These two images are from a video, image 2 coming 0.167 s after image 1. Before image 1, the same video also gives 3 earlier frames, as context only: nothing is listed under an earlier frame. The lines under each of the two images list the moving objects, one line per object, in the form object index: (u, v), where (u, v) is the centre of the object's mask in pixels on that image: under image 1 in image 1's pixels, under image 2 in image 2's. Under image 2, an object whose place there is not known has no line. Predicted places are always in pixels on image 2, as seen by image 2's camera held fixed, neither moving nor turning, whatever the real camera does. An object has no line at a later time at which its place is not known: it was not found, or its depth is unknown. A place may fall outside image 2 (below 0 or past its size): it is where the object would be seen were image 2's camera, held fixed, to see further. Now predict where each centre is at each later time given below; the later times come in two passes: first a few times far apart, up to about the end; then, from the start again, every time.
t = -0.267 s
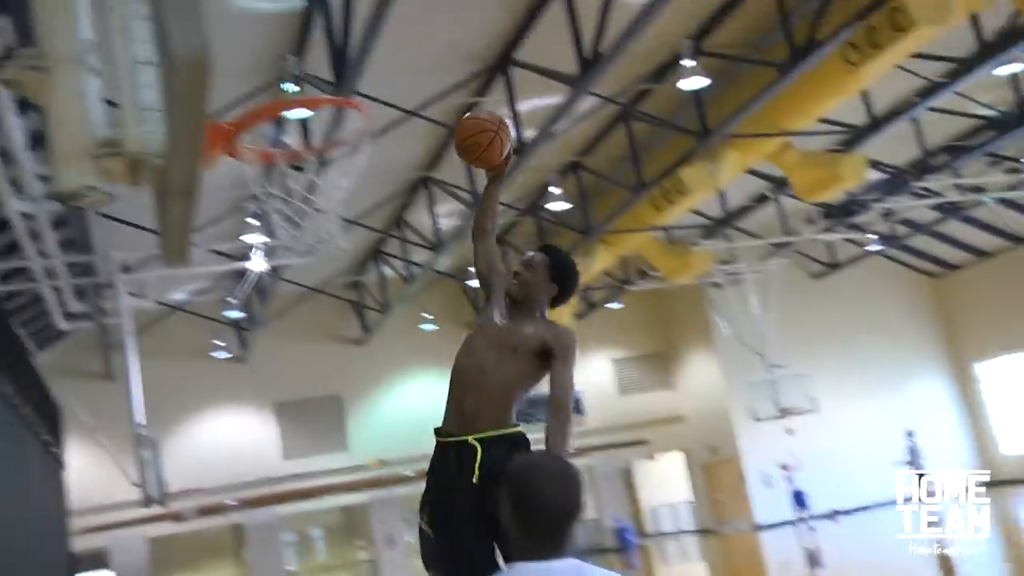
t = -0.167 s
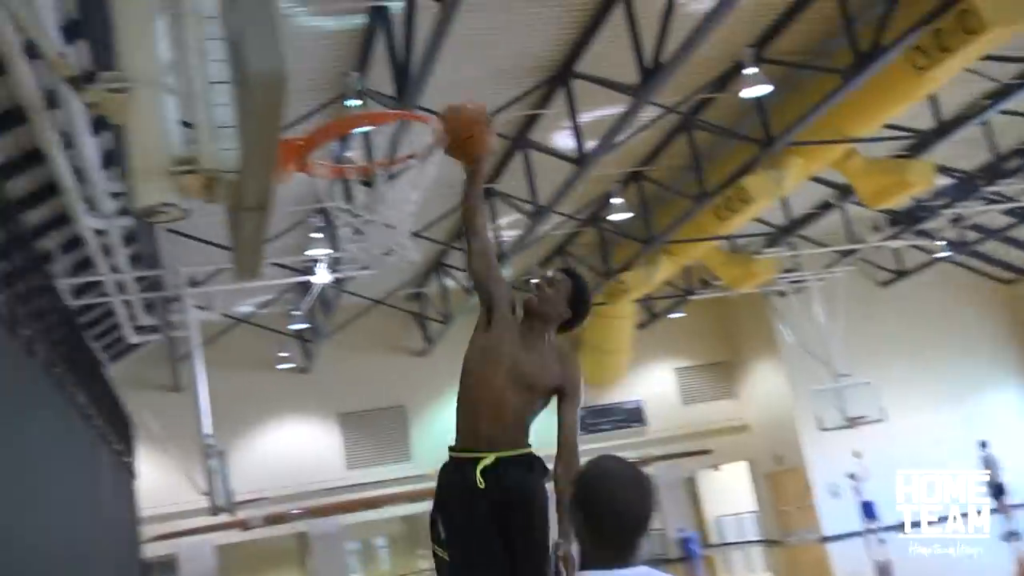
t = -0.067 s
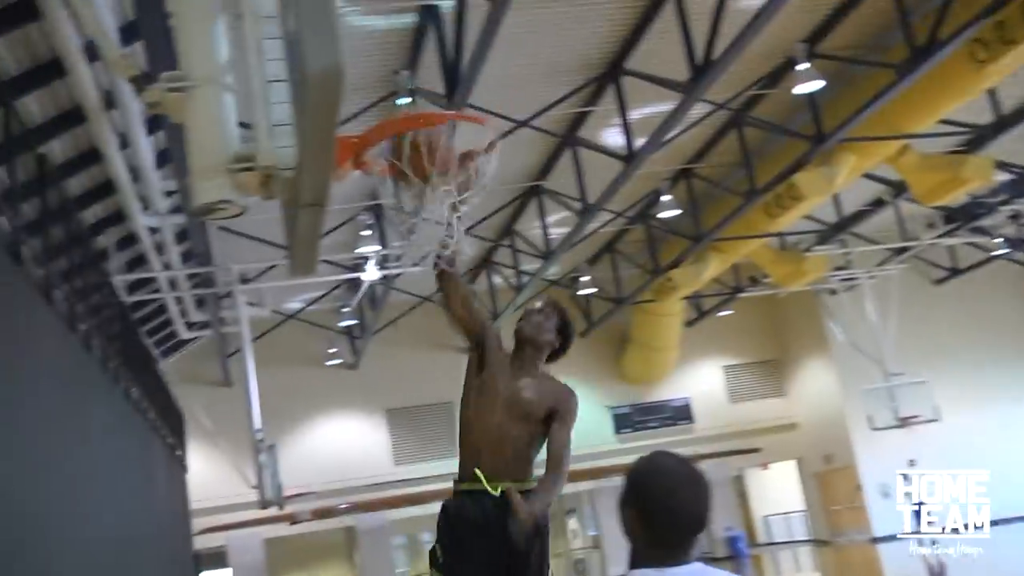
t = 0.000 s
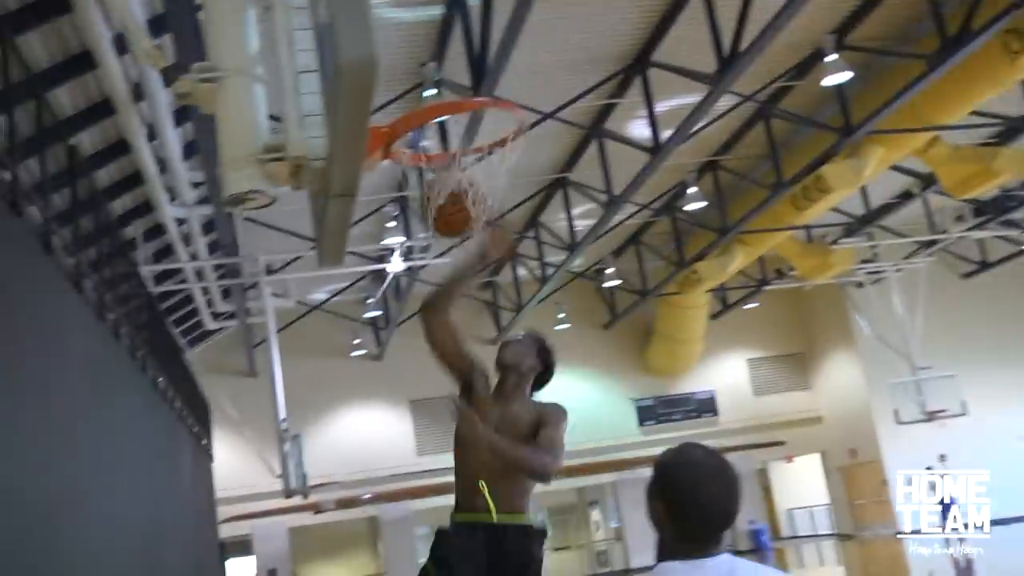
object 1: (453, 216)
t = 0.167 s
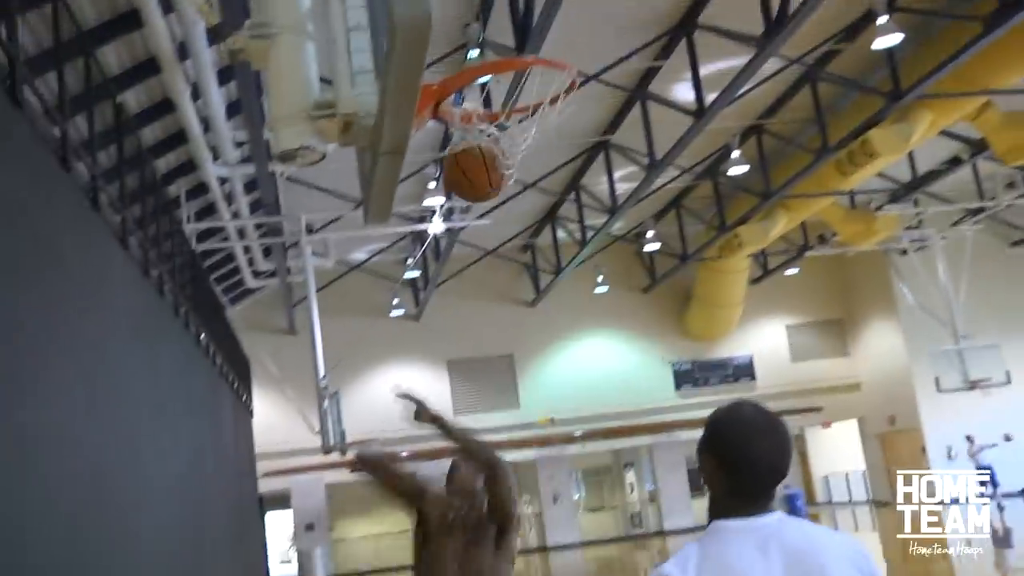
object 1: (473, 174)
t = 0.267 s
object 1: (474, 204)
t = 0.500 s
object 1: (484, 384)
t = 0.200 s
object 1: (474, 181)
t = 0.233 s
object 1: (474, 189)
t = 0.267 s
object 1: (474, 204)
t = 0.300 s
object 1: (474, 219)
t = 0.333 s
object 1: (475, 239)
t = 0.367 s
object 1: (476, 261)
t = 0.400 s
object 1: (477, 288)
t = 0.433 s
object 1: (479, 317)
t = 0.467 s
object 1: (481, 349)
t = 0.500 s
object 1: (484, 384)
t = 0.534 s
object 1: (485, 427)
